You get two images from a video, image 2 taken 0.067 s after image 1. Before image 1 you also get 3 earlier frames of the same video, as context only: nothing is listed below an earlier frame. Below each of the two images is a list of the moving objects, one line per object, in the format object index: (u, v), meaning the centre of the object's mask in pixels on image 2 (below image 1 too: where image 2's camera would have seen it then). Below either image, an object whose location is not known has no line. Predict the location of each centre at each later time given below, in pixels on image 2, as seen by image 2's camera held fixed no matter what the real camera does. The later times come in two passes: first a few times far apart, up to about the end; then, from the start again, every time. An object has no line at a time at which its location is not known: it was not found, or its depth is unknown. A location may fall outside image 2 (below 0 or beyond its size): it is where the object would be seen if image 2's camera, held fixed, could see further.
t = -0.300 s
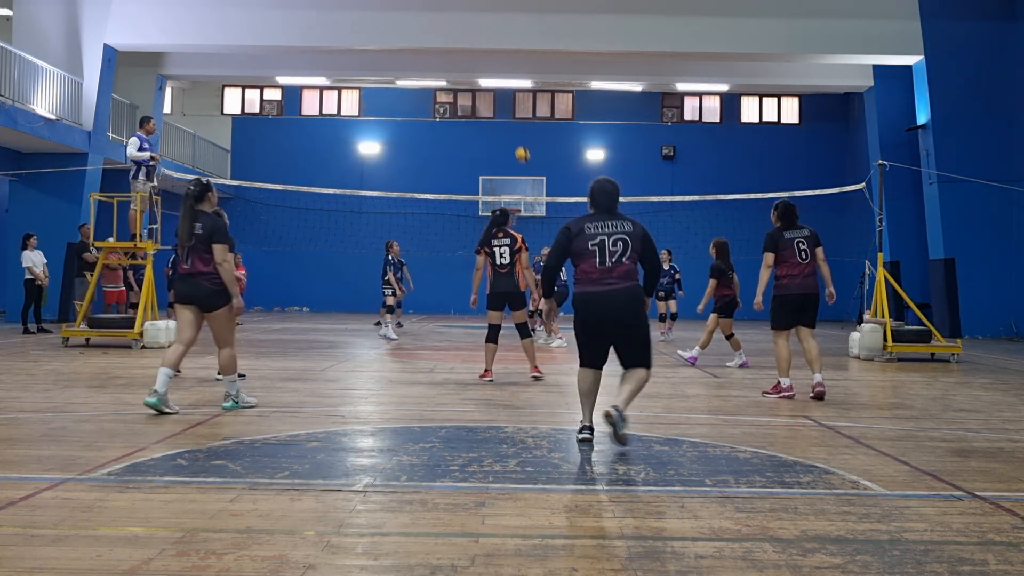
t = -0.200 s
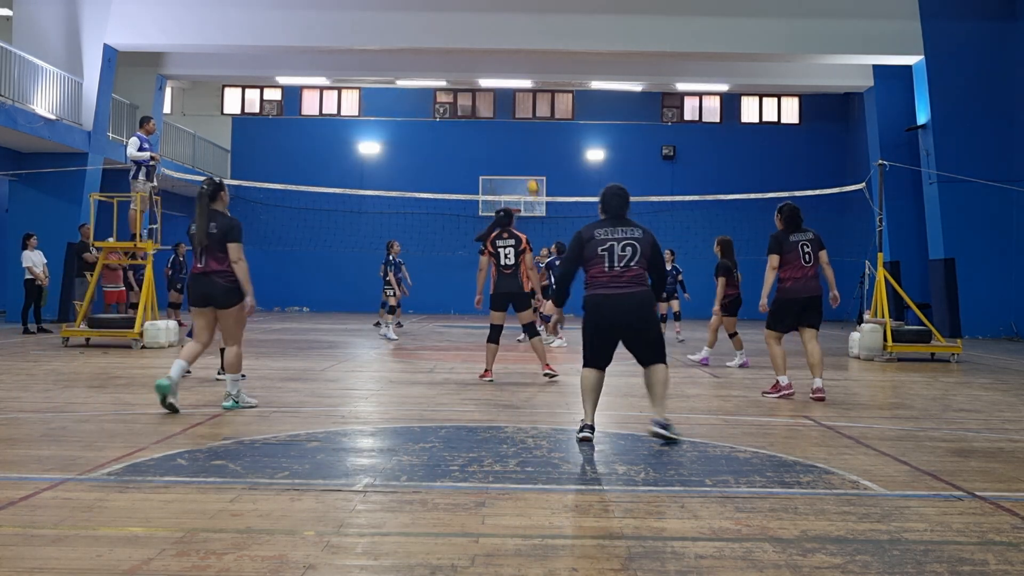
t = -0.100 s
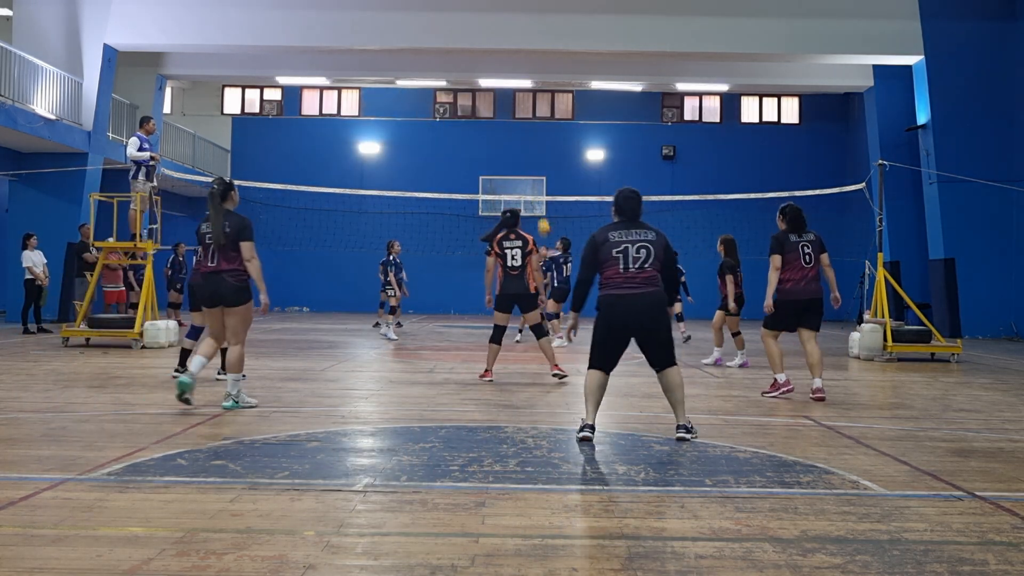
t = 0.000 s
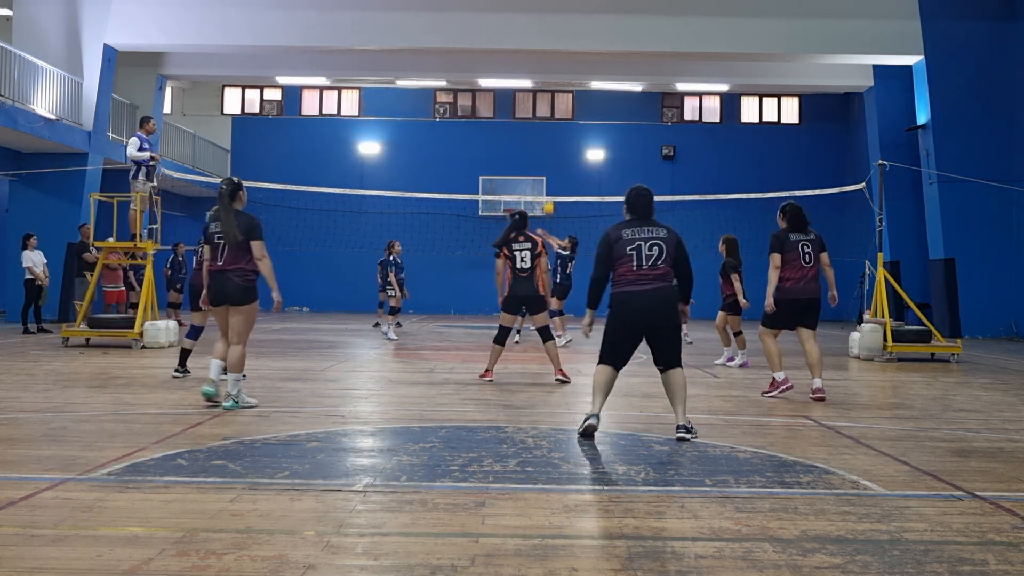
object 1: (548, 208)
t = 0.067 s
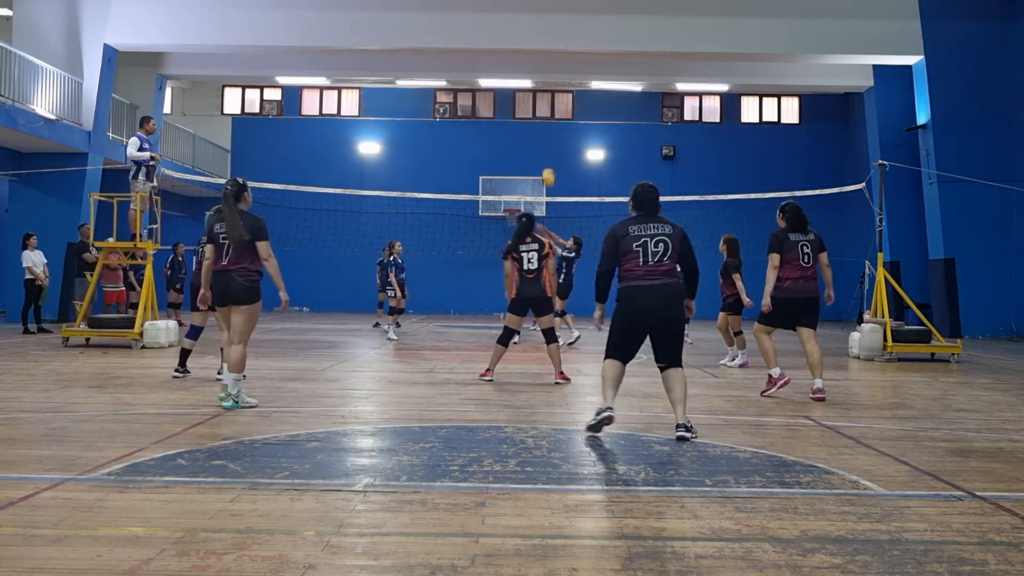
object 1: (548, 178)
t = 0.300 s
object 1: (551, 91)
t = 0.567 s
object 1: (555, 30)
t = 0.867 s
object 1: (558, 31)
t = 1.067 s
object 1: (558, 89)
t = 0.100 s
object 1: (548, 164)
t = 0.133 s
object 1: (549, 150)
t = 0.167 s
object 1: (549, 137)
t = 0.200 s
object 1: (549, 124)
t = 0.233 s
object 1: (550, 112)
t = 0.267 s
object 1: (550, 101)
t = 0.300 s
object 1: (551, 91)
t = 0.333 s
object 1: (552, 80)
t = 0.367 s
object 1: (553, 71)
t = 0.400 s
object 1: (553, 62)
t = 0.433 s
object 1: (553, 55)
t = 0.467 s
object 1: (553, 47)
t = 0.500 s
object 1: (554, 41)
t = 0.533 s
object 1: (554, 35)
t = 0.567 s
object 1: (555, 30)
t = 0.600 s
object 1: (555, 26)
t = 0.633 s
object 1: (556, 23)
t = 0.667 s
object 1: (556, 22)
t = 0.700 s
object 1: (556, 20)
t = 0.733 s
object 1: (557, 20)
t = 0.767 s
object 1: (557, 21)
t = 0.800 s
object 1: (557, 24)
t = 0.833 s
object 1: (557, 27)
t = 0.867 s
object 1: (558, 31)
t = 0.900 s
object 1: (558, 37)
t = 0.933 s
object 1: (558, 45)
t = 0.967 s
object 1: (558, 54)
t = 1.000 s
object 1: (558, 63)
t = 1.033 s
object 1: (559, 75)
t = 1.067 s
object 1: (558, 89)
